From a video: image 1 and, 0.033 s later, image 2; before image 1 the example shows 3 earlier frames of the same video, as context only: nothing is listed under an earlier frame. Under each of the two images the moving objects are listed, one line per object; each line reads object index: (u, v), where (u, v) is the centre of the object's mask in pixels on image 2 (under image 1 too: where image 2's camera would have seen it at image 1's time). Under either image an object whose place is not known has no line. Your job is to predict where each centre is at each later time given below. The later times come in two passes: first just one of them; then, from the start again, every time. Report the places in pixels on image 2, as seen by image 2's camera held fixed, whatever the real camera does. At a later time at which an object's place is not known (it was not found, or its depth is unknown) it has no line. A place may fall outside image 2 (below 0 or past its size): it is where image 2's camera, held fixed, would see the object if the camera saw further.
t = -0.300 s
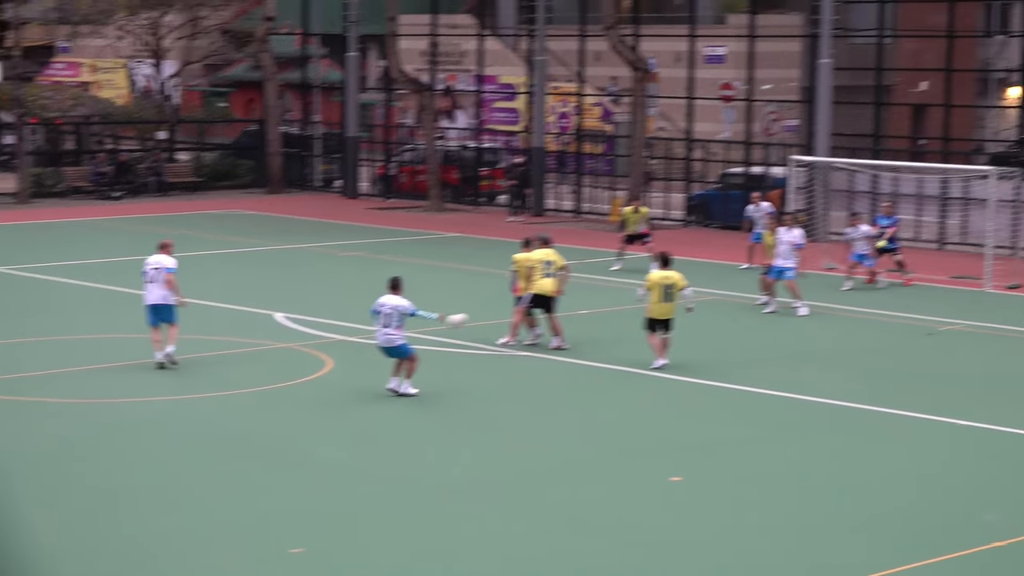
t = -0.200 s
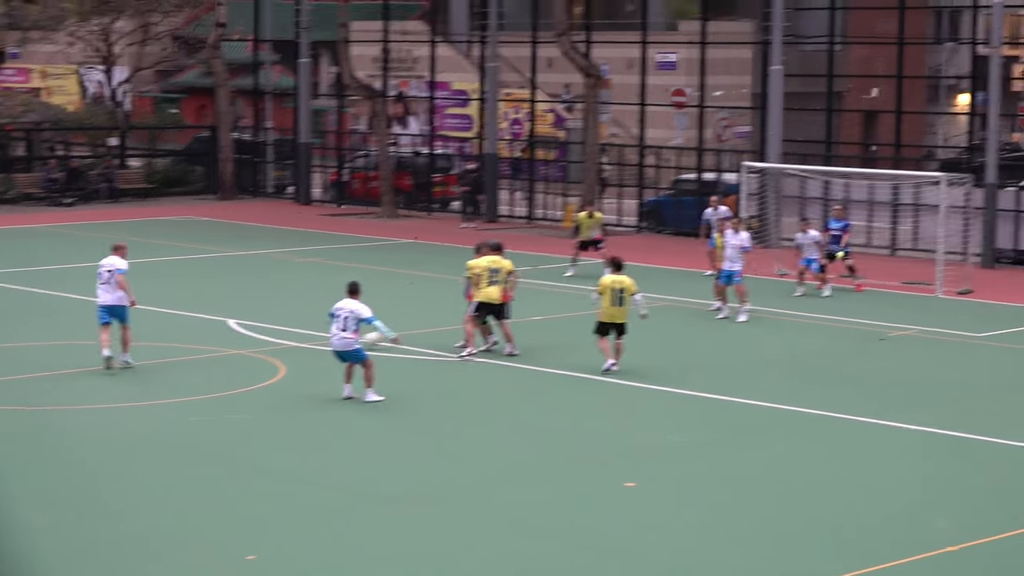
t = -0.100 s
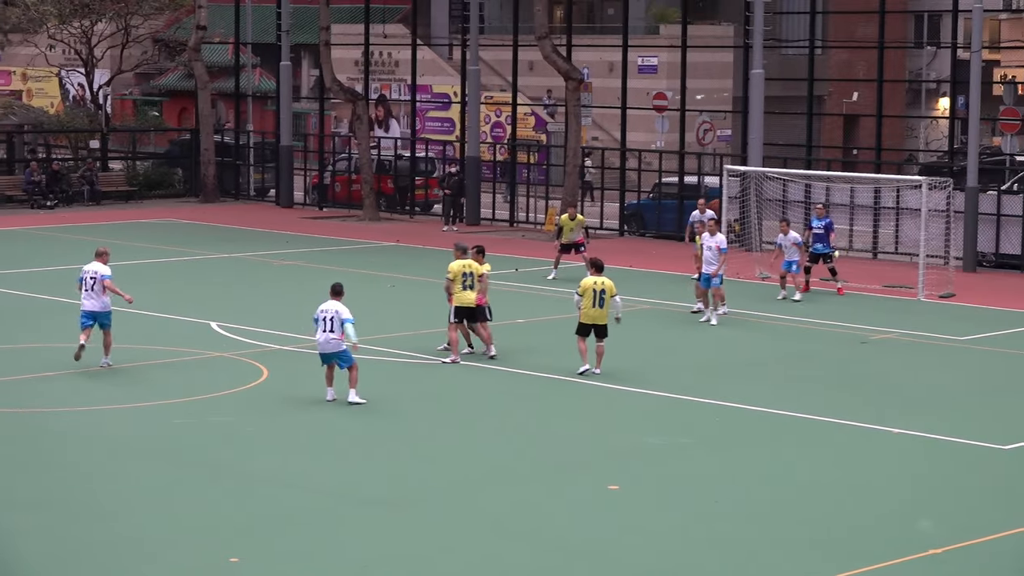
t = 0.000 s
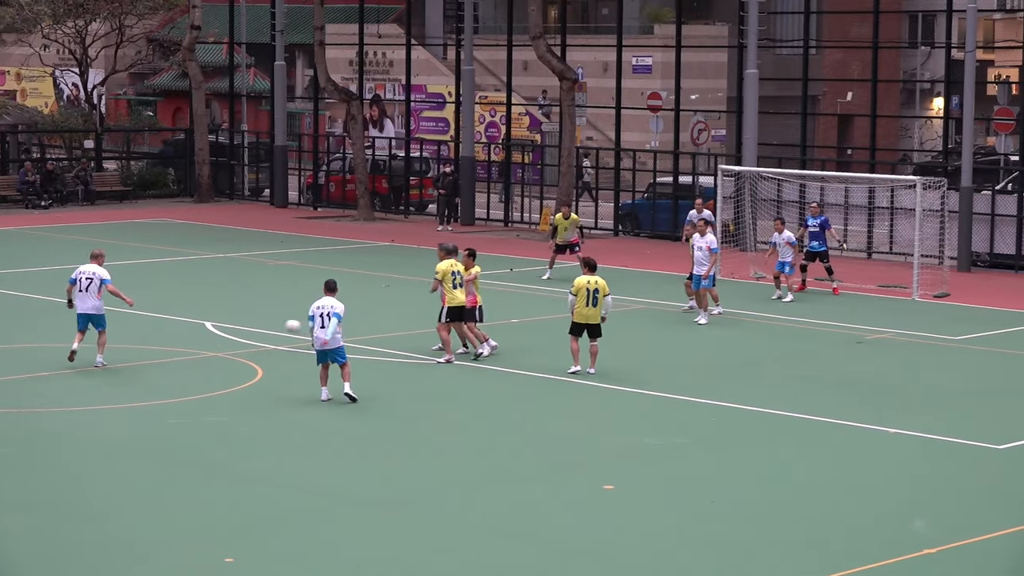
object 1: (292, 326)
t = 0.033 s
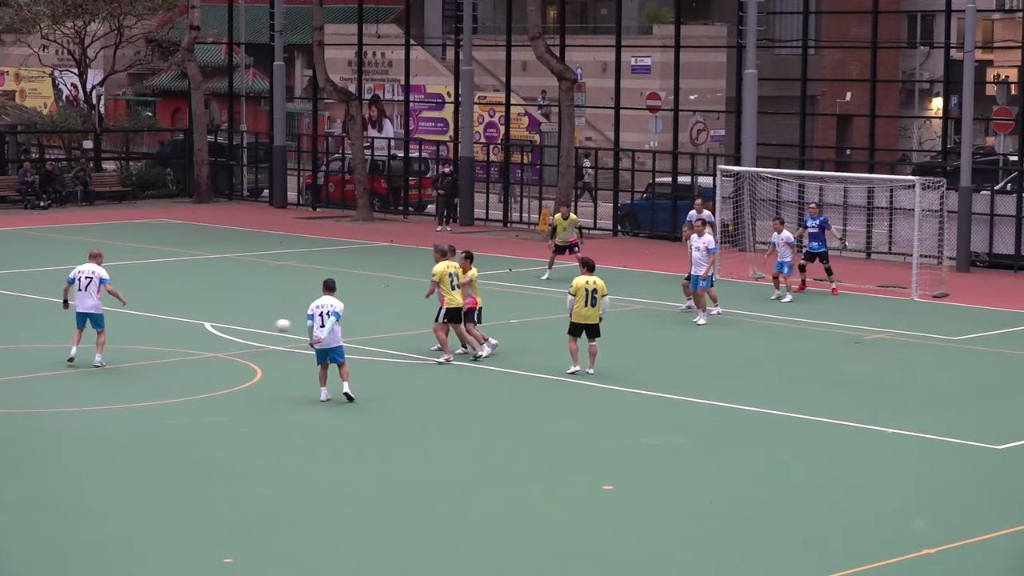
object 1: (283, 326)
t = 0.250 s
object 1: (226, 337)
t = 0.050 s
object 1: (278, 325)
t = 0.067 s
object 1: (274, 325)
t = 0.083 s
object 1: (270, 325)
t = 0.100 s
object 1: (265, 325)
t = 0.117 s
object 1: (261, 326)
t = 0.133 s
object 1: (256, 327)
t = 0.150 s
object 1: (252, 328)
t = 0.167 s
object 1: (248, 328)
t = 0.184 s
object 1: (243, 330)
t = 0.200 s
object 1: (238, 331)
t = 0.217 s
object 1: (234, 332)
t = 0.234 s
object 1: (230, 335)
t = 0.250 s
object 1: (226, 337)
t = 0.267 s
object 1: (221, 340)
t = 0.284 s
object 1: (217, 341)
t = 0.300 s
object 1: (212, 339)
